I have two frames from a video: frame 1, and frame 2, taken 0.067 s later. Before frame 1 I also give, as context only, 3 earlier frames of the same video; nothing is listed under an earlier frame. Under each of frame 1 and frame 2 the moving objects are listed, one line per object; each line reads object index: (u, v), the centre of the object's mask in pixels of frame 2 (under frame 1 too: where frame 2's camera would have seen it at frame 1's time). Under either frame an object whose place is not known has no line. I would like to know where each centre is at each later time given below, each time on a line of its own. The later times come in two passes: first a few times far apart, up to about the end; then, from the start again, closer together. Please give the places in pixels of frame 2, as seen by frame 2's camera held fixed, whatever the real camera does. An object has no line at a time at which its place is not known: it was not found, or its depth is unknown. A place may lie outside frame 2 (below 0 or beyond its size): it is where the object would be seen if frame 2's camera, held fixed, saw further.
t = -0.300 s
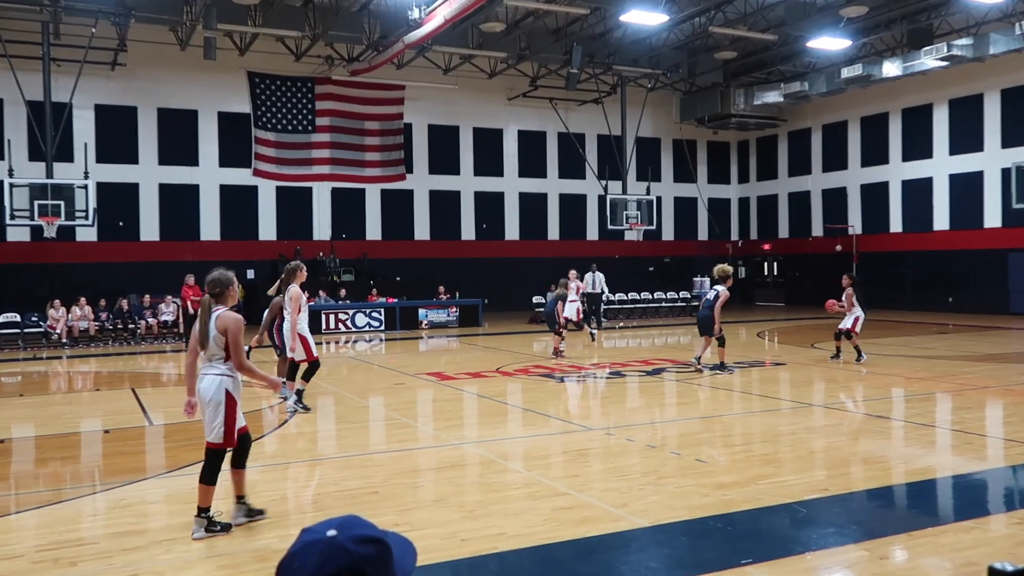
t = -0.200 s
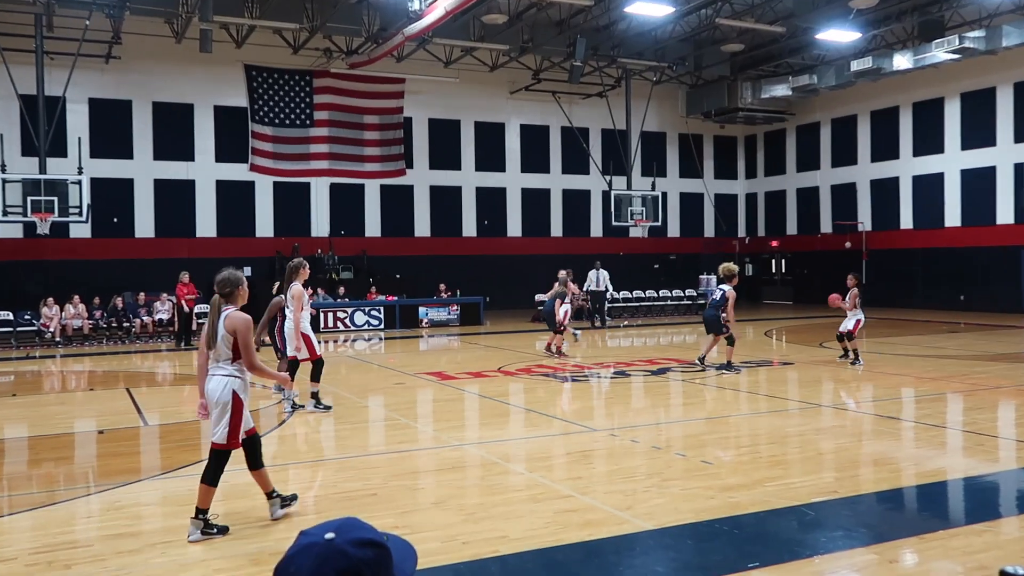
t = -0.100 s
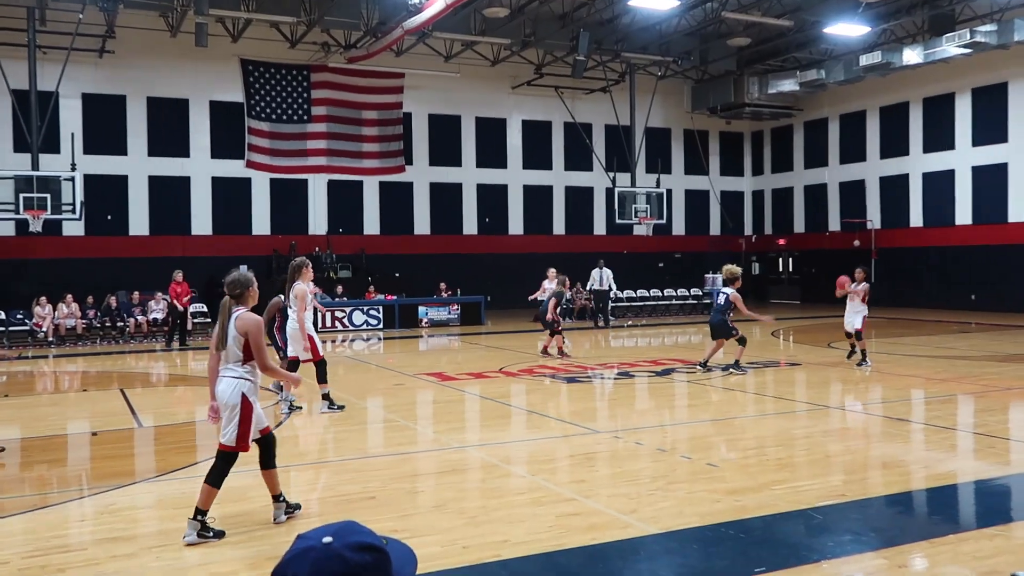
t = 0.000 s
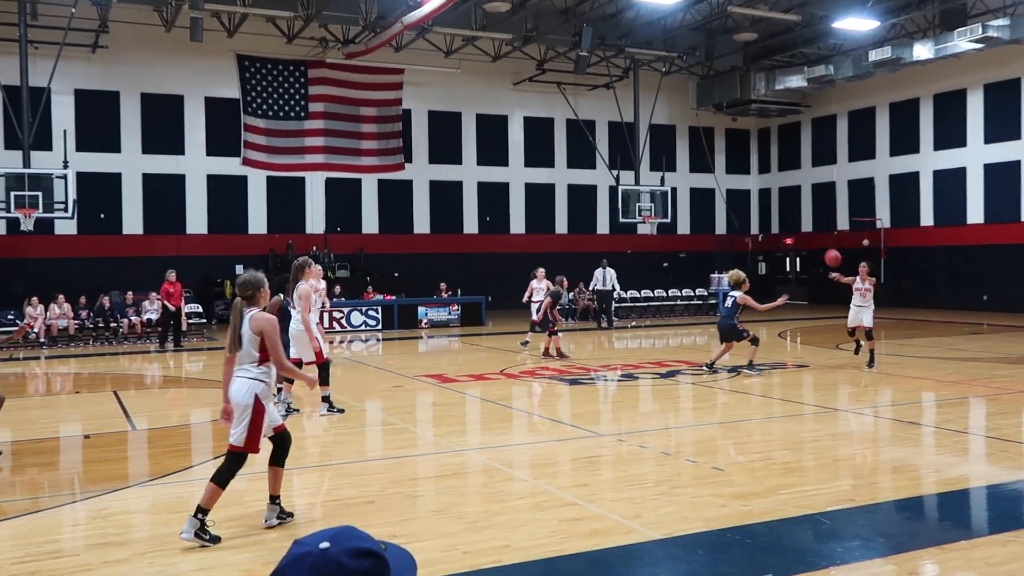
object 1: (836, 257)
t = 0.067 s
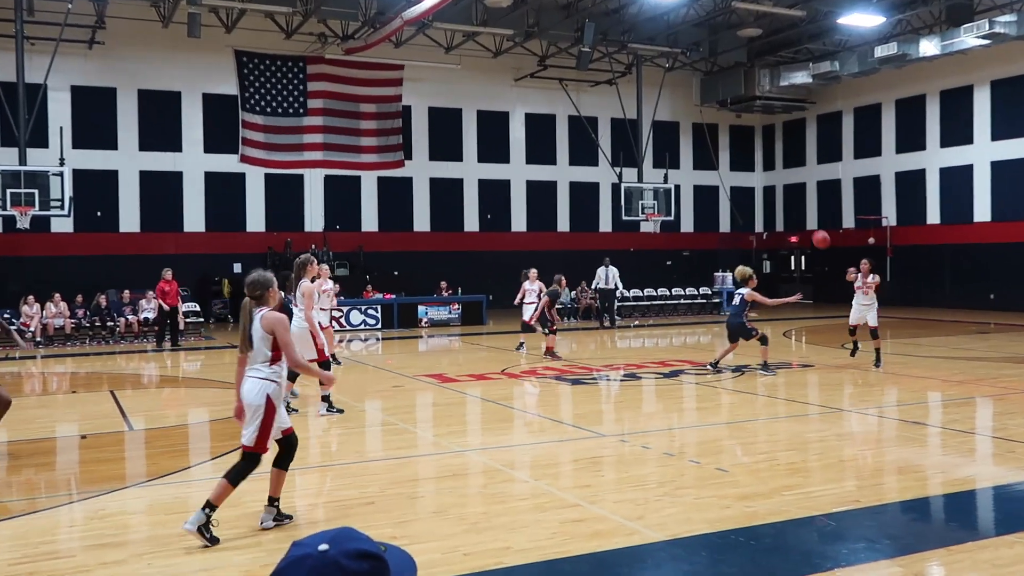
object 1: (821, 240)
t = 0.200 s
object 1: (785, 210)
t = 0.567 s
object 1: (627, 184)
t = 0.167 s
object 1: (795, 217)
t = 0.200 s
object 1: (785, 210)
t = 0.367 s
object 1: (724, 188)
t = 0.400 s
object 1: (709, 186)
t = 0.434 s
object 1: (695, 184)
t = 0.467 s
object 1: (679, 182)
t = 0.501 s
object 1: (663, 182)
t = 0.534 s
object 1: (646, 182)
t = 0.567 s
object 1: (627, 184)
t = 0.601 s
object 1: (608, 187)
